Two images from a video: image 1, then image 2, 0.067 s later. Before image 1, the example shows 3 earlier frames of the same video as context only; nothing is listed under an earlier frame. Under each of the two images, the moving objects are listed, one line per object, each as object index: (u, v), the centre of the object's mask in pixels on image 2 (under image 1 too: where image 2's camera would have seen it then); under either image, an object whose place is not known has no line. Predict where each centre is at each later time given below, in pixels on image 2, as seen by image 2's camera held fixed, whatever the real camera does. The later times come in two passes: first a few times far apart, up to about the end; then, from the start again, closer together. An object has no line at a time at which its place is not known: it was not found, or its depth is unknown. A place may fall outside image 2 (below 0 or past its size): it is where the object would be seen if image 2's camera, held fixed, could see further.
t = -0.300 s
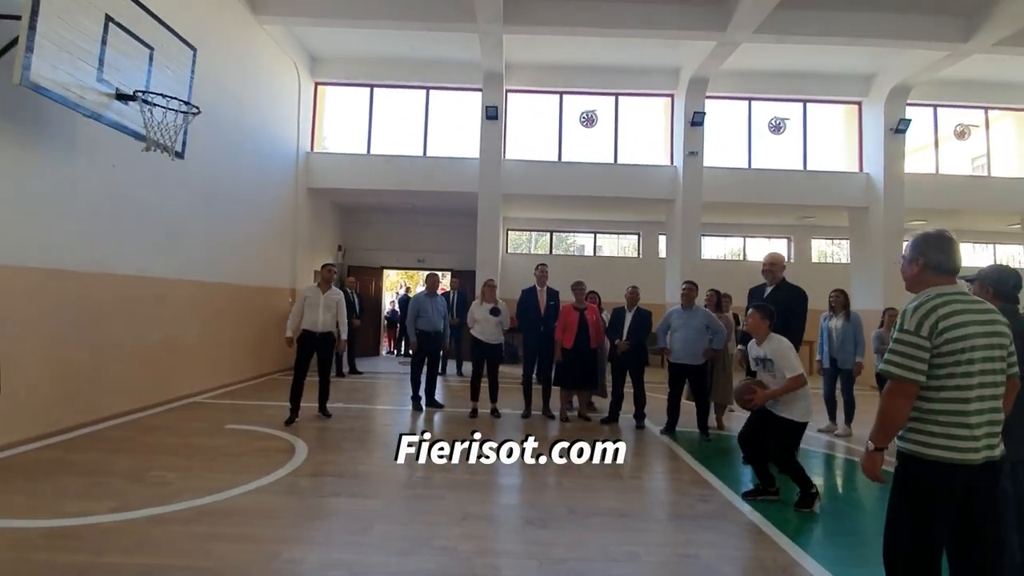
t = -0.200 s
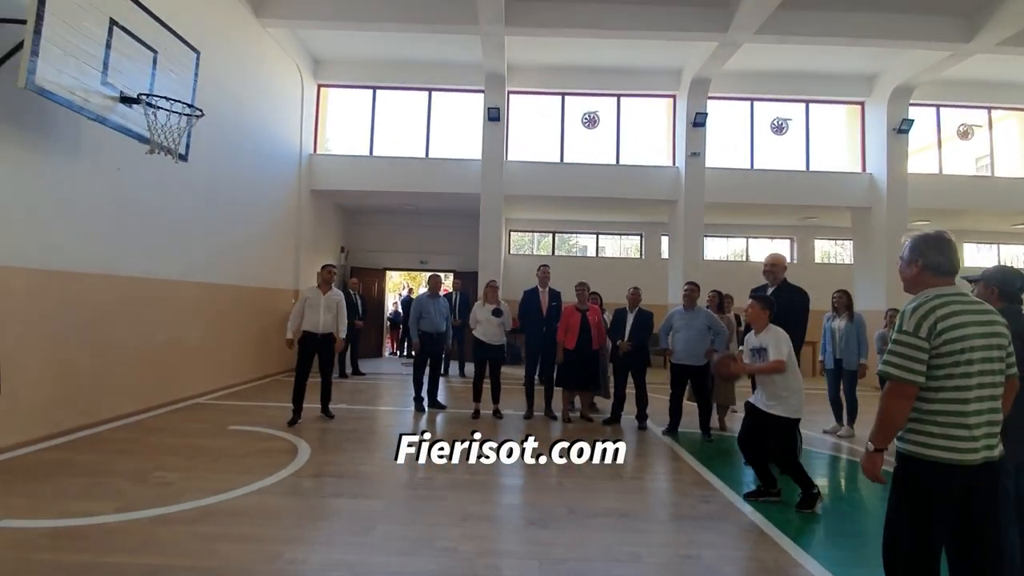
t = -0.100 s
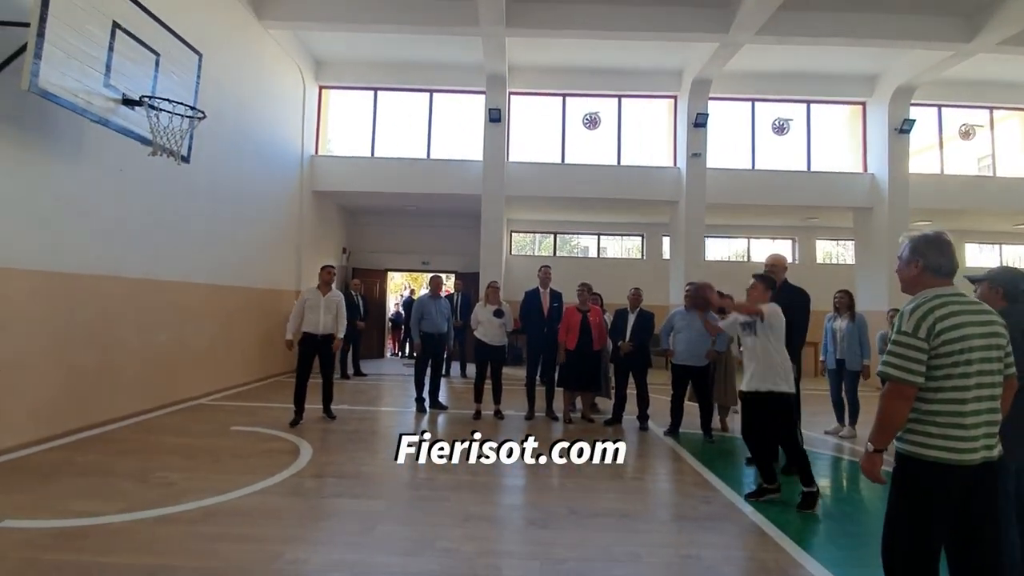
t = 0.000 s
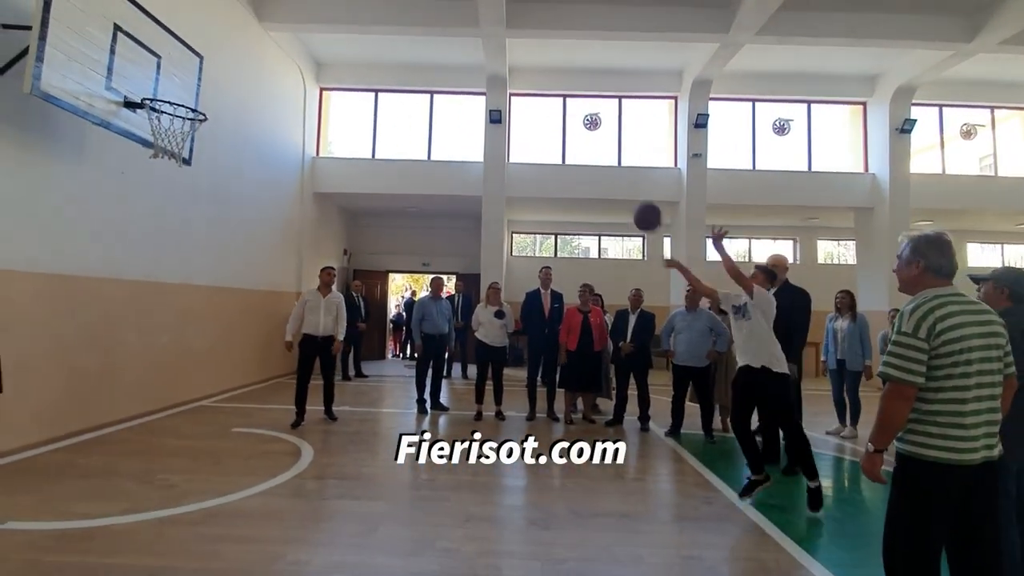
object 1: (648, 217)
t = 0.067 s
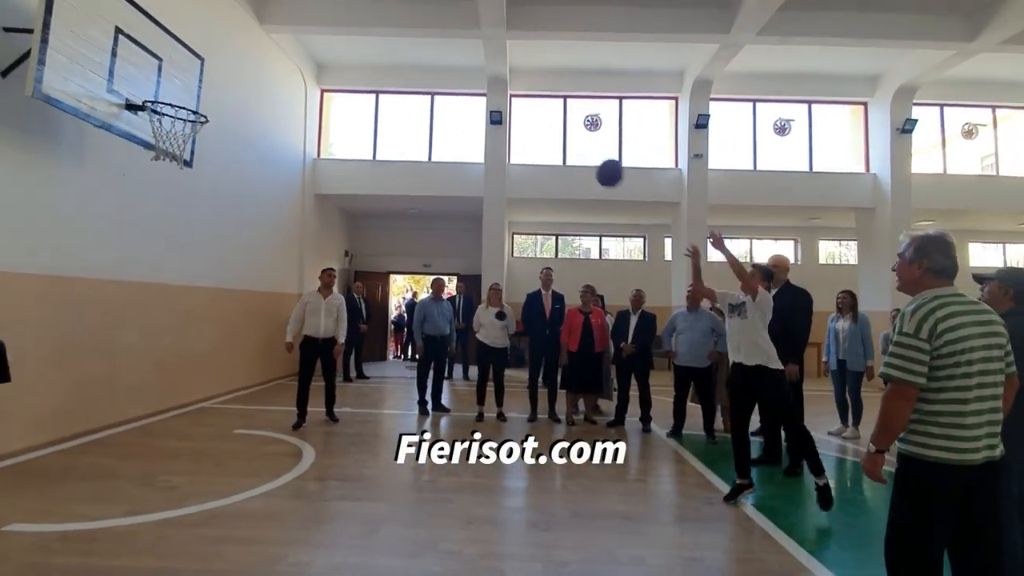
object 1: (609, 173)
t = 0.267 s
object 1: (501, 78)
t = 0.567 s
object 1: (359, 33)
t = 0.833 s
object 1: (244, 71)
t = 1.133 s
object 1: (201, 182)
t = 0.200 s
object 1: (536, 103)
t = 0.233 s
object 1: (519, 90)
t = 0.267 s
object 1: (501, 78)
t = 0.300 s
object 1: (485, 68)
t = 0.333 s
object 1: (468, 59)
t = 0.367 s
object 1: (452, 52)
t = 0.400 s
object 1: (436, 45)
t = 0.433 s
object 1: (420, 40)
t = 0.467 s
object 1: (405, 37)
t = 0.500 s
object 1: (389, 34)
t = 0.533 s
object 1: (374, 33)
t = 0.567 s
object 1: (359, 33)
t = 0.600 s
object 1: (344, 34)
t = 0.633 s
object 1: (330, 36)
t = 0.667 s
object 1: (315, 39)
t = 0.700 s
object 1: (301, 44)
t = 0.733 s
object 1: (287, 49)
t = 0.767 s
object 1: (272, 55)
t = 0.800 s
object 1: (258, 63)
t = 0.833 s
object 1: (244, 71)
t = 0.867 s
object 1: (230, 80)
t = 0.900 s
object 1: (217, 91)
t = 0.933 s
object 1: (203, 102)
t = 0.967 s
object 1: (189, 114)
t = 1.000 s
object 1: (176, 126)
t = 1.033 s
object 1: (175, 139)
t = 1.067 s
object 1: (187, 153)
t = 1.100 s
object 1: (193, 167)
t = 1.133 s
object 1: (201, 182)
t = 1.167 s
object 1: (209, 198)
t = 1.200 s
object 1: (218, 216)
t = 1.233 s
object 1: (226, 234)
